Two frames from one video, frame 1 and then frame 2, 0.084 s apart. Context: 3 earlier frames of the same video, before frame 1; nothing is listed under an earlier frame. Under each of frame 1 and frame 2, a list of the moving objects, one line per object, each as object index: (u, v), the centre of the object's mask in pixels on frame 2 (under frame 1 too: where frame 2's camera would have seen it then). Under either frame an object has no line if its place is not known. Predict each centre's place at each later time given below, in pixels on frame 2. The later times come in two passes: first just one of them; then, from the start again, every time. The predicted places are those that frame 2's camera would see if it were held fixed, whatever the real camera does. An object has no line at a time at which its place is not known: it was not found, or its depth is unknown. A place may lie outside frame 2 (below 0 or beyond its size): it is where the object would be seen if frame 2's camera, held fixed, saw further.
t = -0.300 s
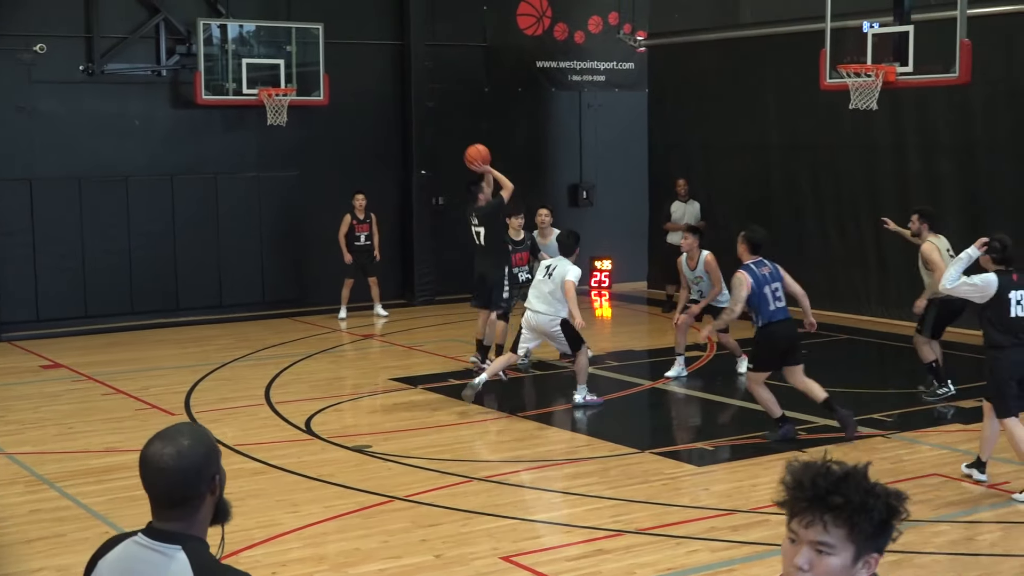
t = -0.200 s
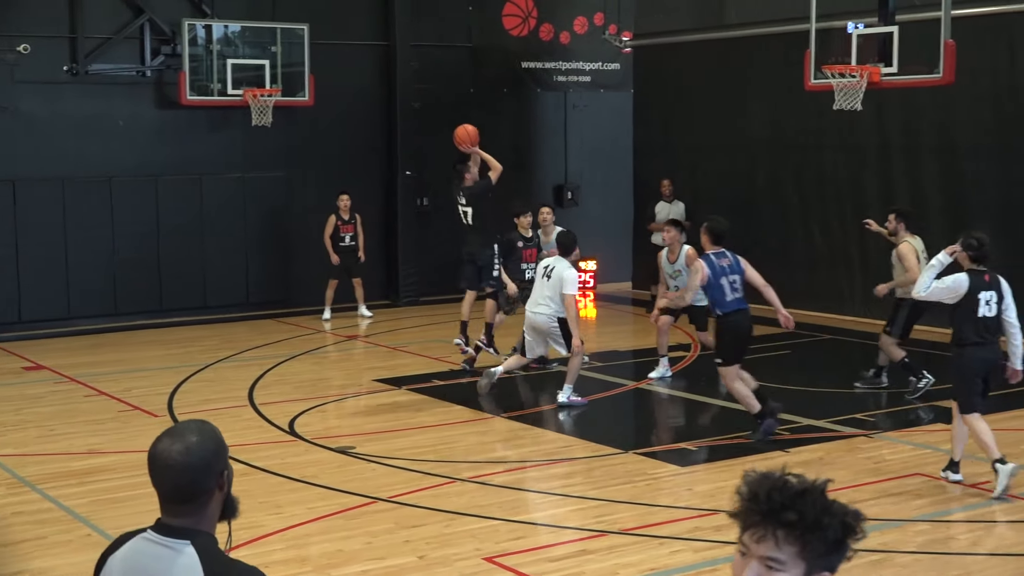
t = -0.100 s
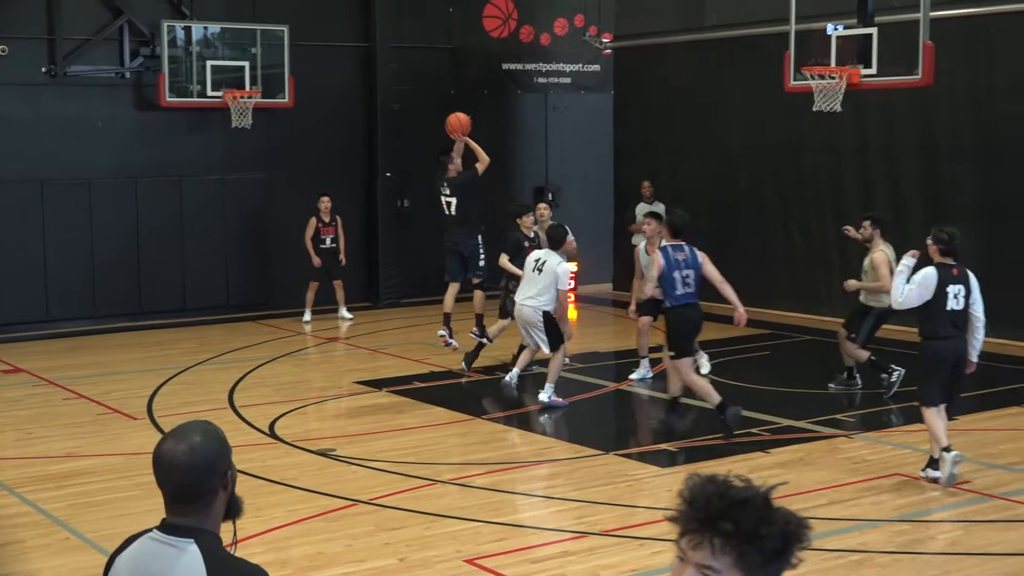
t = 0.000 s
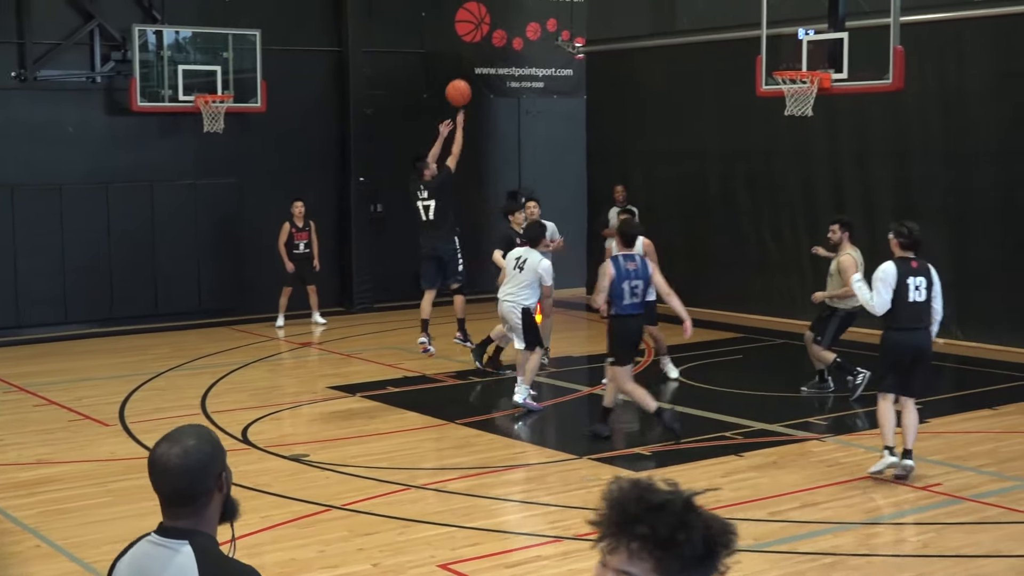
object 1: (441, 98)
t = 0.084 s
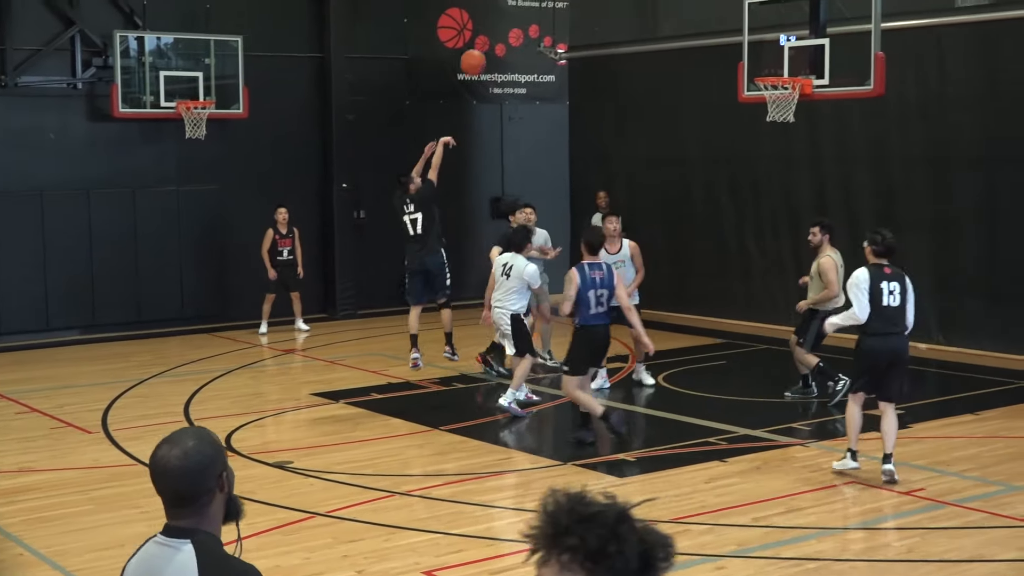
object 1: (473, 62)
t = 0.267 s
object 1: (540, 10)
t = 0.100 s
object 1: (479, 57)
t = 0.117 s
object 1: (485, 51)
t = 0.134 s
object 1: (489, 45)
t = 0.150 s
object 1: (497, 39)
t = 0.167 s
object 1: (503, 34)
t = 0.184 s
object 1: (509, 30)
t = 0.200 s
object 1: (516, 25)
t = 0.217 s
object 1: (522, 21)
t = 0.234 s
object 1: (528, 18)
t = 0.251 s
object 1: (534, 14)
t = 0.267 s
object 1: (540, 10)
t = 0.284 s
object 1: (546, 7)
